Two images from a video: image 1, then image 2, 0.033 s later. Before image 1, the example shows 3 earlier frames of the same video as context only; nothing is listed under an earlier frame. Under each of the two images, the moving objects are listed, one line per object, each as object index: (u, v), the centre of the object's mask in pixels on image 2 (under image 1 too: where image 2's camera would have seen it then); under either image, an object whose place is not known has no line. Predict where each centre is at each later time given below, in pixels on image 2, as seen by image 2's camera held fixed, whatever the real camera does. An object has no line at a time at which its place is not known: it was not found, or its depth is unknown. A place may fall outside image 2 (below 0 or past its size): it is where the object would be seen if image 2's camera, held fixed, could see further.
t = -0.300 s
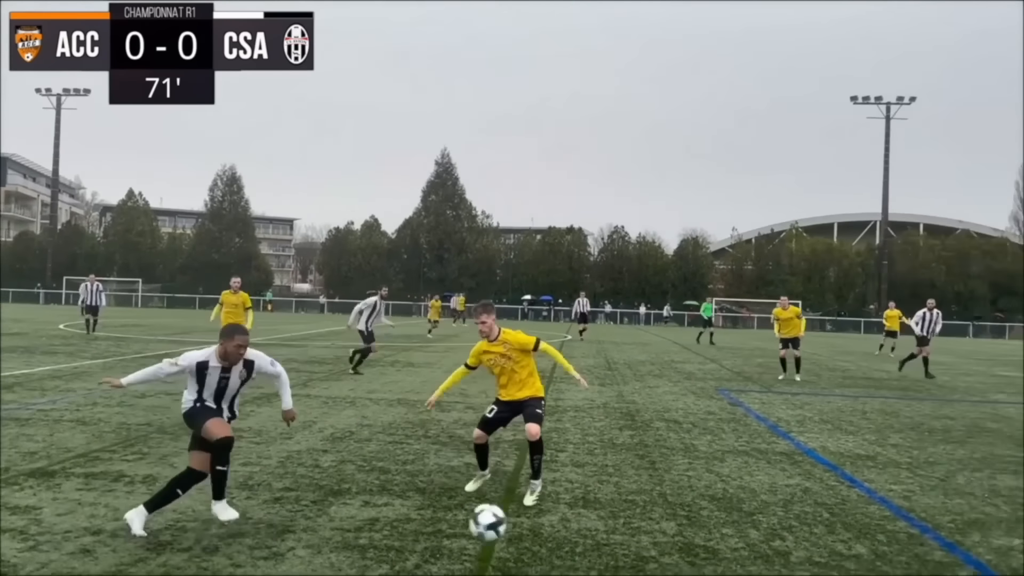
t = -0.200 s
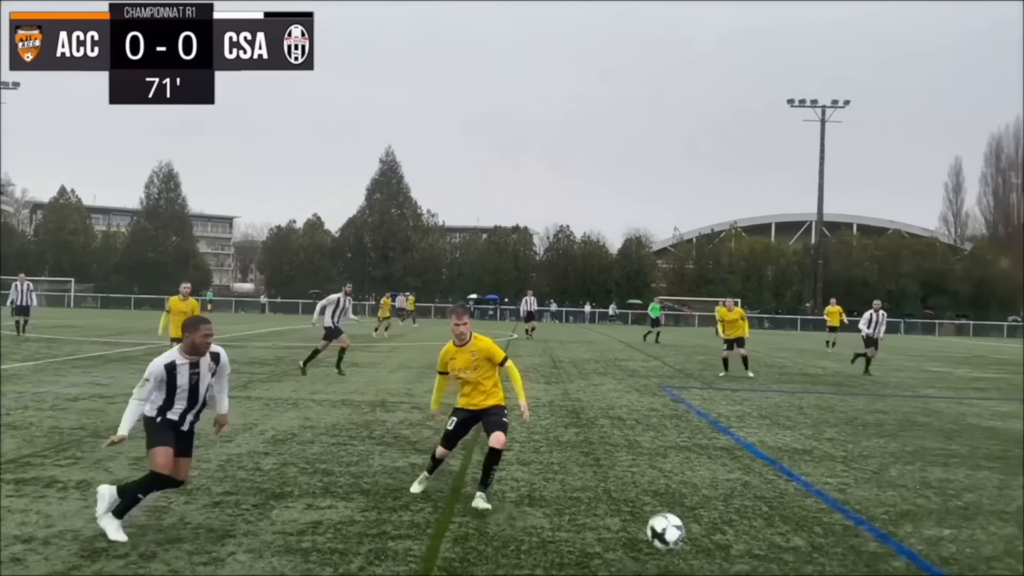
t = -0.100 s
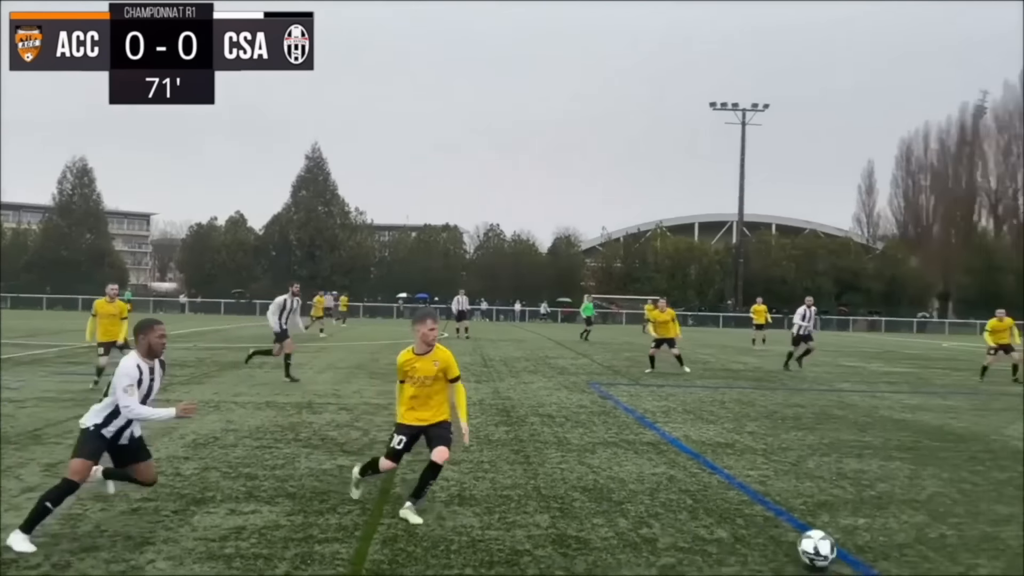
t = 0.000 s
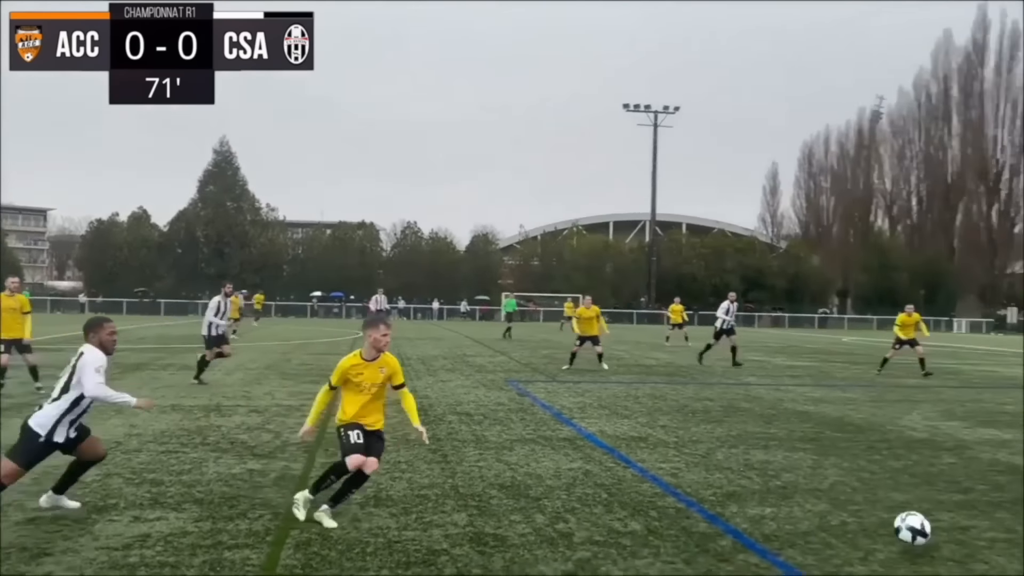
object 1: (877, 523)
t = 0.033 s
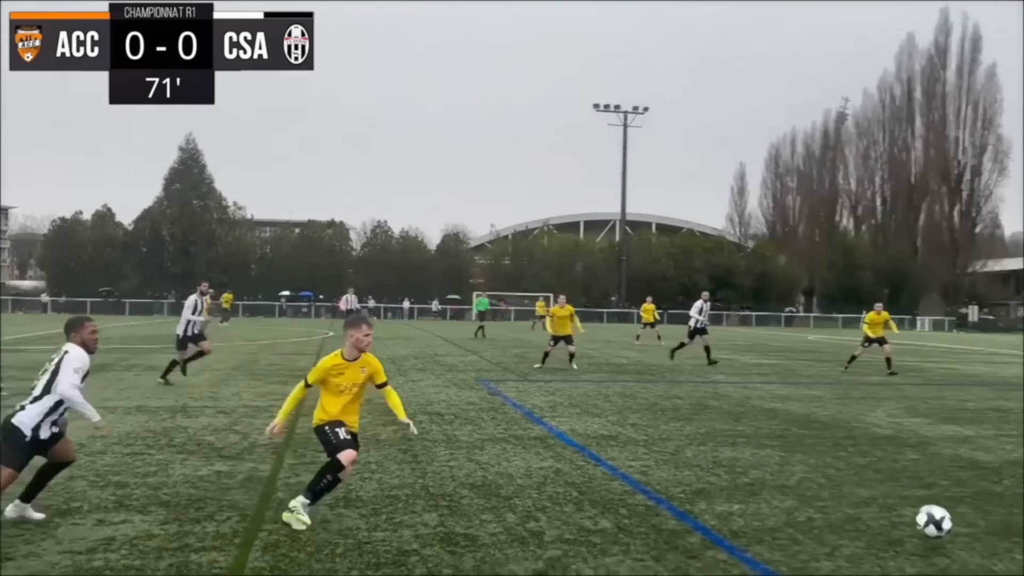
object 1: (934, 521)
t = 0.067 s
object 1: (990, 521)
